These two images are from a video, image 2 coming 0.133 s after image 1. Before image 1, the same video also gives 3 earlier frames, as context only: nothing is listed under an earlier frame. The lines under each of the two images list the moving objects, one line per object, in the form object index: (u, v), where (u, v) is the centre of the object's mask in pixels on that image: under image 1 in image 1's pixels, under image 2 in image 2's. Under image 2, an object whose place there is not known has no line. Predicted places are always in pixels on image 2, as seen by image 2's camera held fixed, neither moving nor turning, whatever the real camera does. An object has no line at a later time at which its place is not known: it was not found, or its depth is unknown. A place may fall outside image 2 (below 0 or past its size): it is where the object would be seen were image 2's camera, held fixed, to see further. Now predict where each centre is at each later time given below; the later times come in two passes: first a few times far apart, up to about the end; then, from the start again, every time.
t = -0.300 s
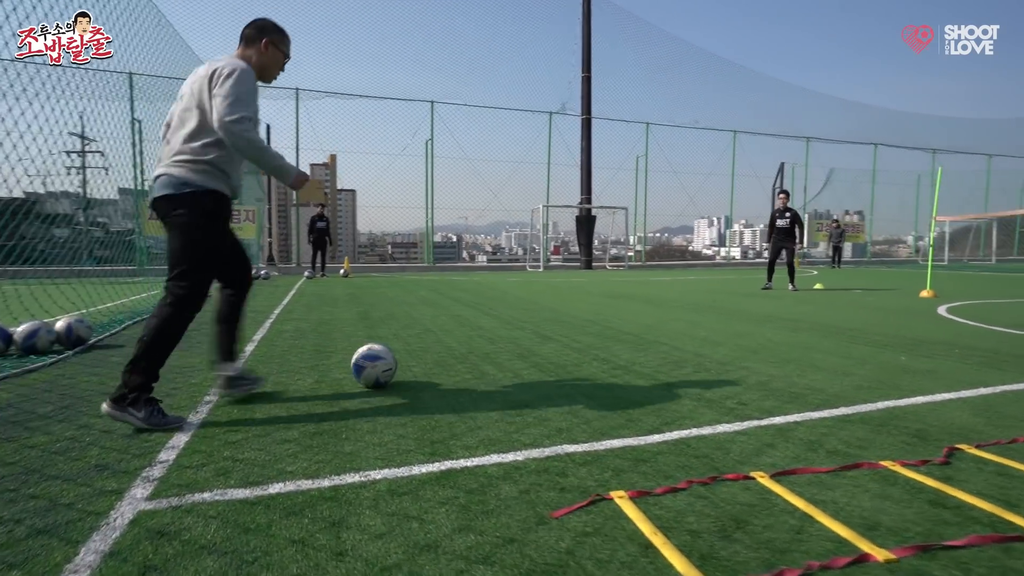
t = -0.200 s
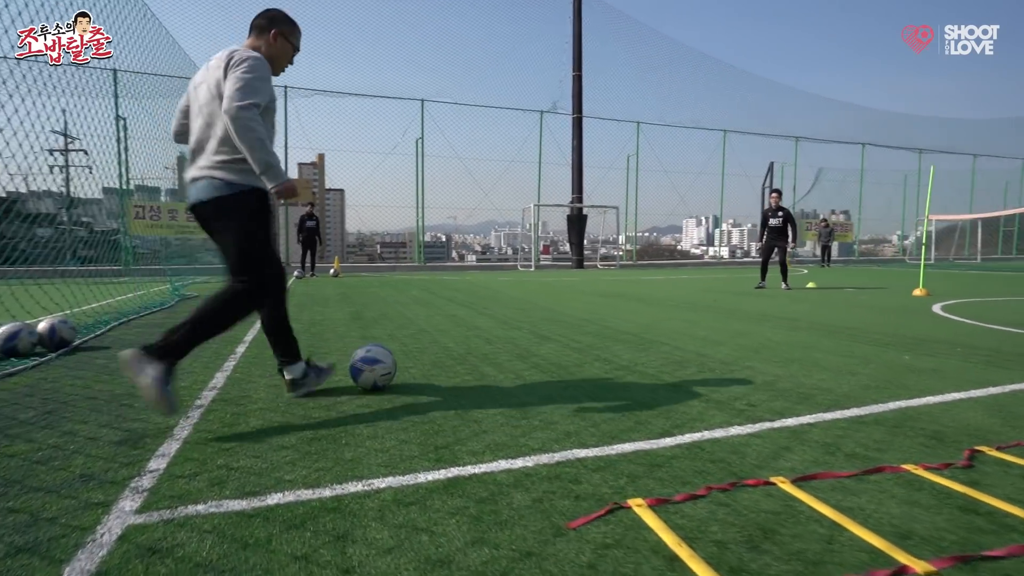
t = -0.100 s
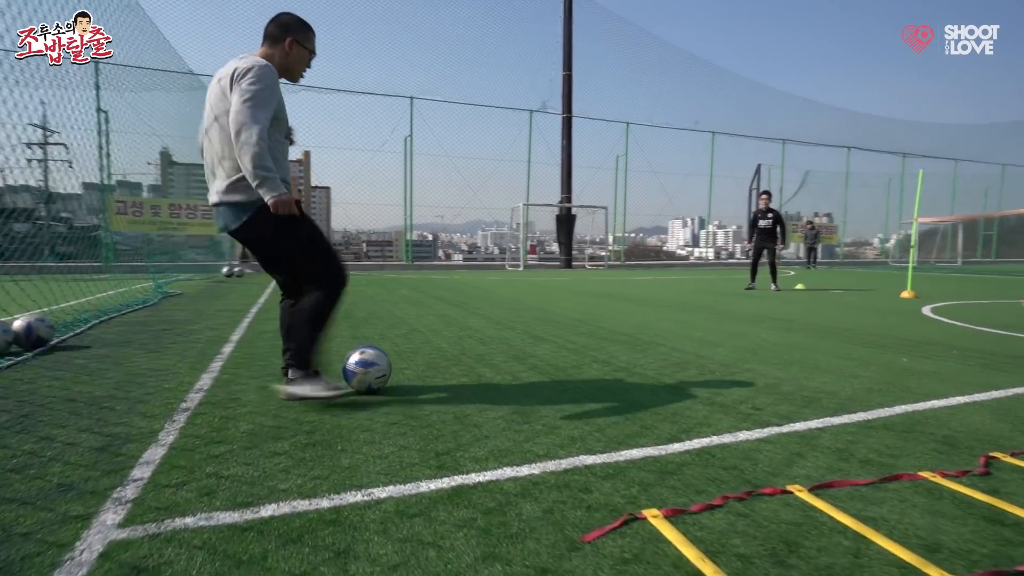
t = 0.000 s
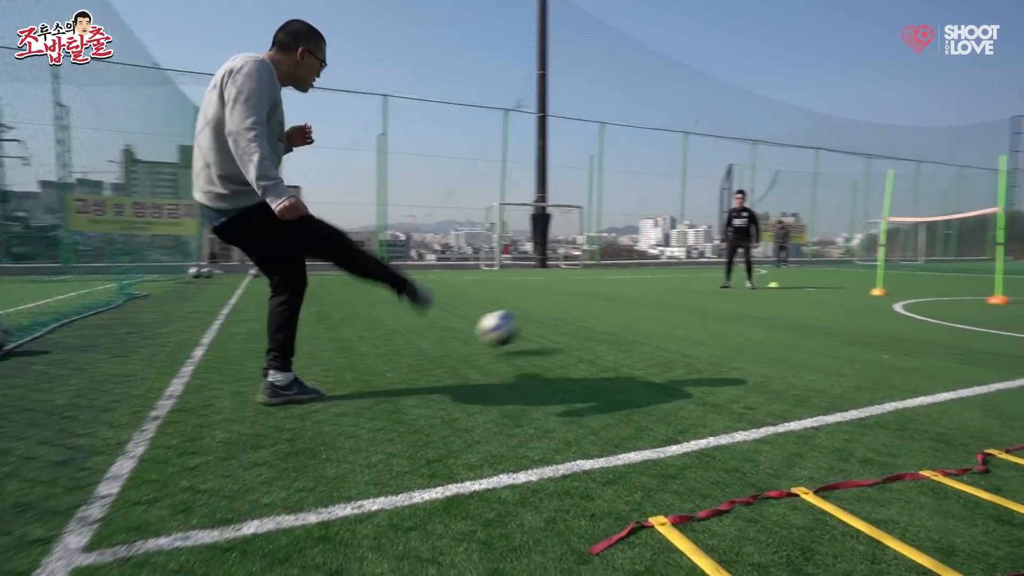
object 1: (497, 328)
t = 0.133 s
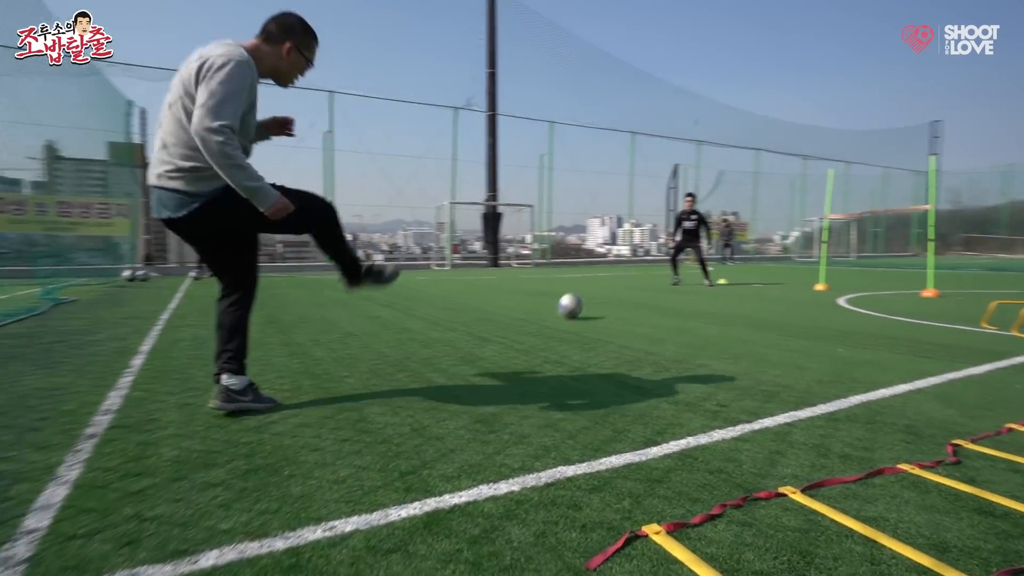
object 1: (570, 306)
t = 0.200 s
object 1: (596, 293)
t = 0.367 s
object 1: (636, 284)
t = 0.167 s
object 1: (584, 299)
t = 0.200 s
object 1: (596, 293)
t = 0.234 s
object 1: (607, 290)
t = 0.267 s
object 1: (616, 289)
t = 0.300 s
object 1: (624, 289)
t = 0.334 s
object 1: (631, 288)
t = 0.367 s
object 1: (636, 284)
